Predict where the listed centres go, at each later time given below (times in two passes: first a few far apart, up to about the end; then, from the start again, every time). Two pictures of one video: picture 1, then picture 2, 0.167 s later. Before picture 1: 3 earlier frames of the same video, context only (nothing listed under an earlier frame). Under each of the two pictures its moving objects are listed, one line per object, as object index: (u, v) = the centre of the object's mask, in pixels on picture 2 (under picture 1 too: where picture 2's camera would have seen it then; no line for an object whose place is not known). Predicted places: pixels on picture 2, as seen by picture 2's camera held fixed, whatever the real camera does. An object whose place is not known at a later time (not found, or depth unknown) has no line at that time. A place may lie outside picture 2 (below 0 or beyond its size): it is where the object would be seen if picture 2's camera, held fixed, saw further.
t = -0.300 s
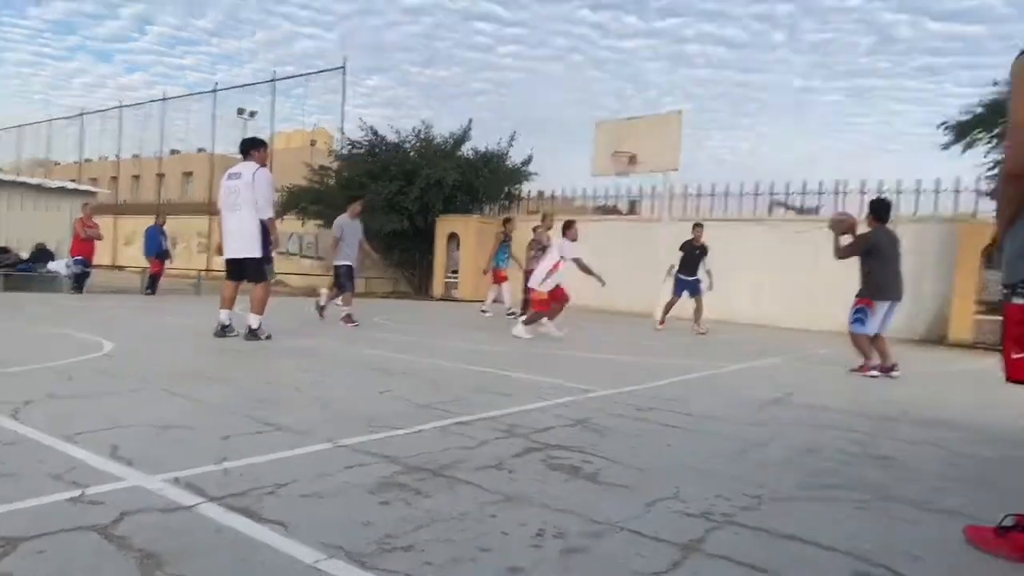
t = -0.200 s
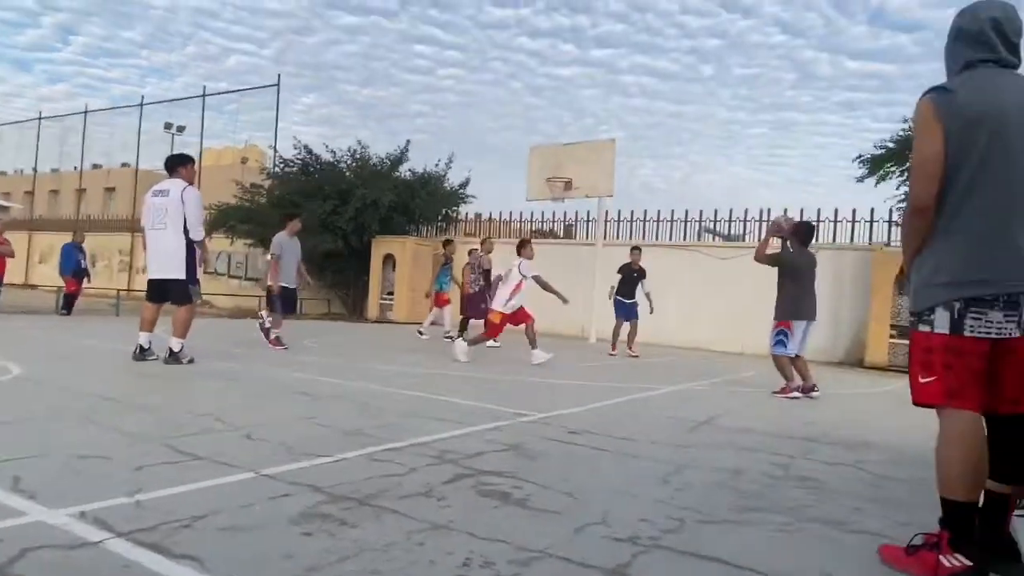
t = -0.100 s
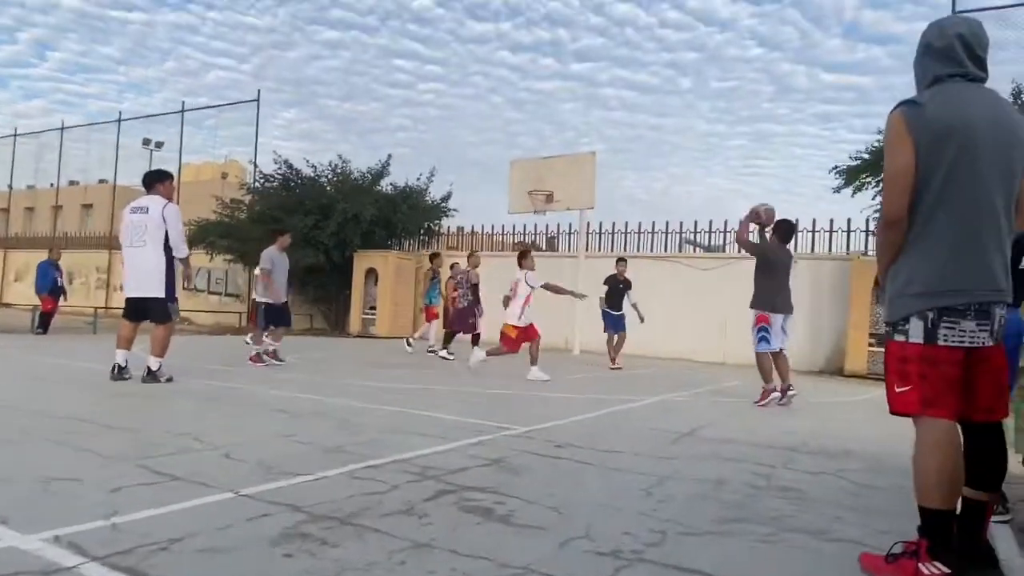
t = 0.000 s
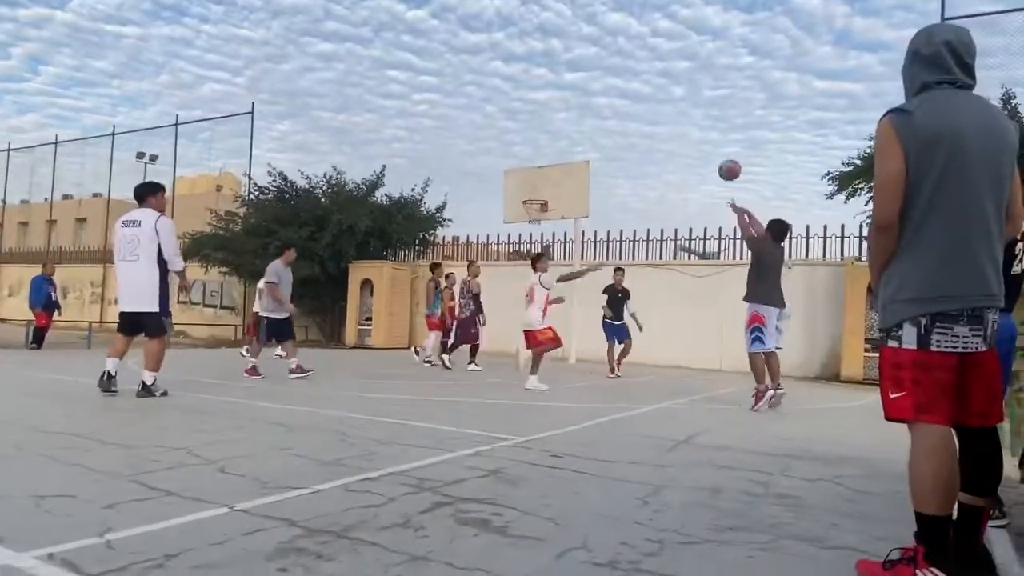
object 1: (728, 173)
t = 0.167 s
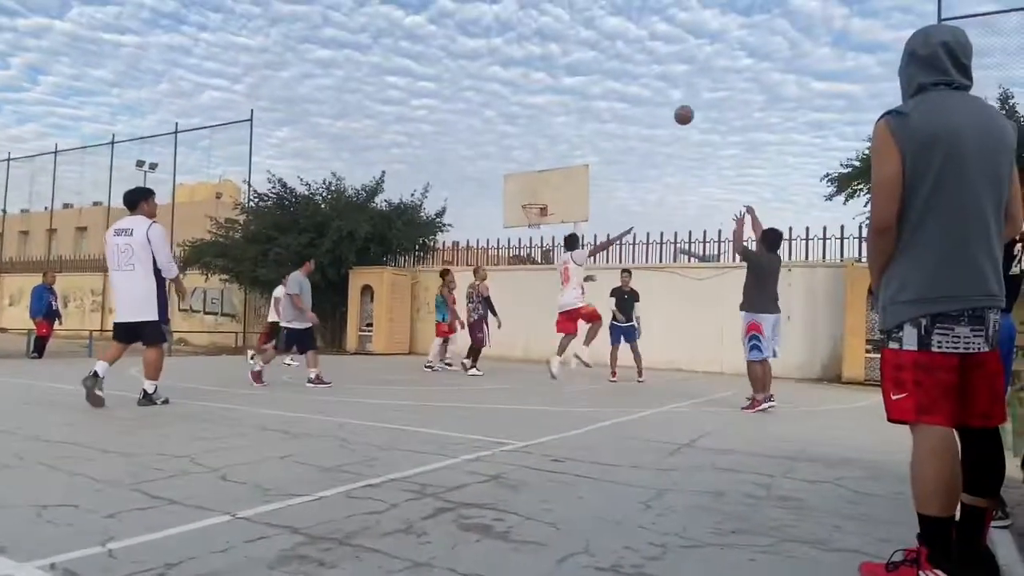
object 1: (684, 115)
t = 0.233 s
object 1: (668, 101)
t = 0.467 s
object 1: (623, 83)
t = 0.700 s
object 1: (586, 102)
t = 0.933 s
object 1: (556, 146)
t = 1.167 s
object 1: (533, 198)
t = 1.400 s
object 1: (527, 146)
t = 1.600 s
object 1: (521, 122)
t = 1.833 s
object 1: (512, 122)
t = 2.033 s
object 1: (503, 149)
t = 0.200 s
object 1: (676, 107)
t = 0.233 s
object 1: (668, 101)
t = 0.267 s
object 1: (661, 96)
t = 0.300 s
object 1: (654, 91)
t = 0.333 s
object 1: (647, 88)
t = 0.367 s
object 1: (641, 85)
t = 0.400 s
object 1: (634, 84)
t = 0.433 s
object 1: (629, 83)
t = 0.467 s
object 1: (623, 83)
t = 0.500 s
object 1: (617, 84)
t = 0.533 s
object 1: (612, 85)
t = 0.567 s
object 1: (606, 87)
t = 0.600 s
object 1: (601, 90)
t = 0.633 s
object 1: (596, 93)
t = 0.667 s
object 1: (591, 97)
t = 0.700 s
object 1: (586, 102)
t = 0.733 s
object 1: (582, 106)
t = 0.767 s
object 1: (577, 112)
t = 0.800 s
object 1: (573, 118)
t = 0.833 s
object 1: (568, 124)
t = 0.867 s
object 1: (564, 131)
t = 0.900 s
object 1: (560, 138)
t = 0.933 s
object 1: (556, 146)
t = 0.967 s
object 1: (552, 154)
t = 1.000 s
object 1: (549, 162)
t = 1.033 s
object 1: (545, 171)
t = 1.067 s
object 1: (541, 180)
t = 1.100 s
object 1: (538, 190)
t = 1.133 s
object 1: (534, 200)
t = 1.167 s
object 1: (533, 198)
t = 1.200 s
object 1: (532, 189)
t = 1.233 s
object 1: (531, 180)
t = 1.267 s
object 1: (530, 173)
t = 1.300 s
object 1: (530, 165)
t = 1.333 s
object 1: (529, 158)
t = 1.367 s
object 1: (528, 152)
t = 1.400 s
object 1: (527, 146)
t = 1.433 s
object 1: (526, 141)
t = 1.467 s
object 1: (525, 136)
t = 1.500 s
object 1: (524, 132)
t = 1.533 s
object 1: (523, 128)
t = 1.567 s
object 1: (522, 125)
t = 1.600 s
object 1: (521, 122)
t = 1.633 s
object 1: (520, 120)
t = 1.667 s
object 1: (519, 119)
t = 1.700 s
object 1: (518, 118)
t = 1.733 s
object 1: (516, 118)
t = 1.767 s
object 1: (515, 119)
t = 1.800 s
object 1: (514, 120)
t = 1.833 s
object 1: (512, 122)
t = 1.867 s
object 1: (511, 124)
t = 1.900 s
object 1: (509, 128)
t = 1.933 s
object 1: (508, 132)
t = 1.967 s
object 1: (506, 137)
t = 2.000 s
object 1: (504, 142)
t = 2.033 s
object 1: (503, 149)
